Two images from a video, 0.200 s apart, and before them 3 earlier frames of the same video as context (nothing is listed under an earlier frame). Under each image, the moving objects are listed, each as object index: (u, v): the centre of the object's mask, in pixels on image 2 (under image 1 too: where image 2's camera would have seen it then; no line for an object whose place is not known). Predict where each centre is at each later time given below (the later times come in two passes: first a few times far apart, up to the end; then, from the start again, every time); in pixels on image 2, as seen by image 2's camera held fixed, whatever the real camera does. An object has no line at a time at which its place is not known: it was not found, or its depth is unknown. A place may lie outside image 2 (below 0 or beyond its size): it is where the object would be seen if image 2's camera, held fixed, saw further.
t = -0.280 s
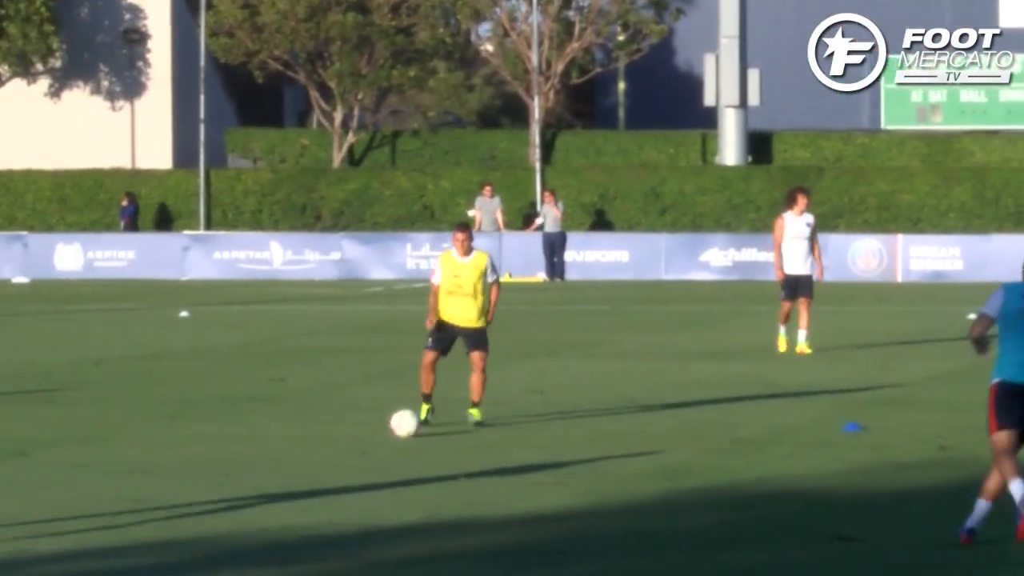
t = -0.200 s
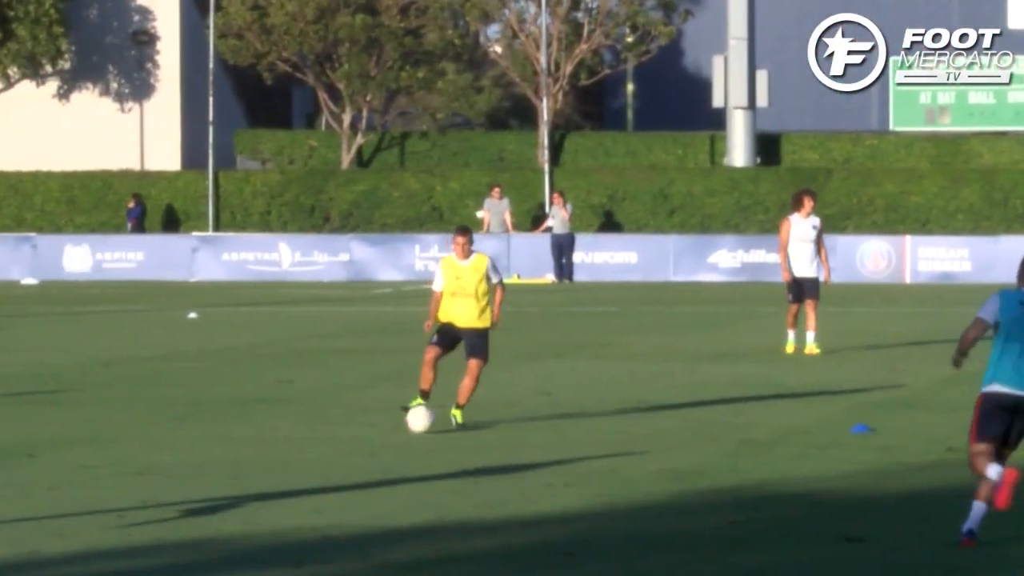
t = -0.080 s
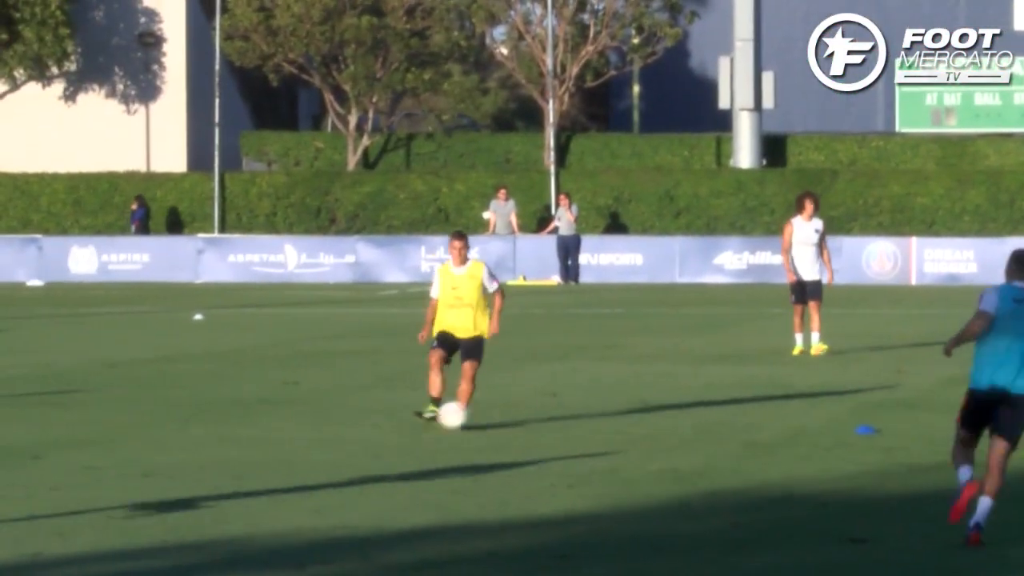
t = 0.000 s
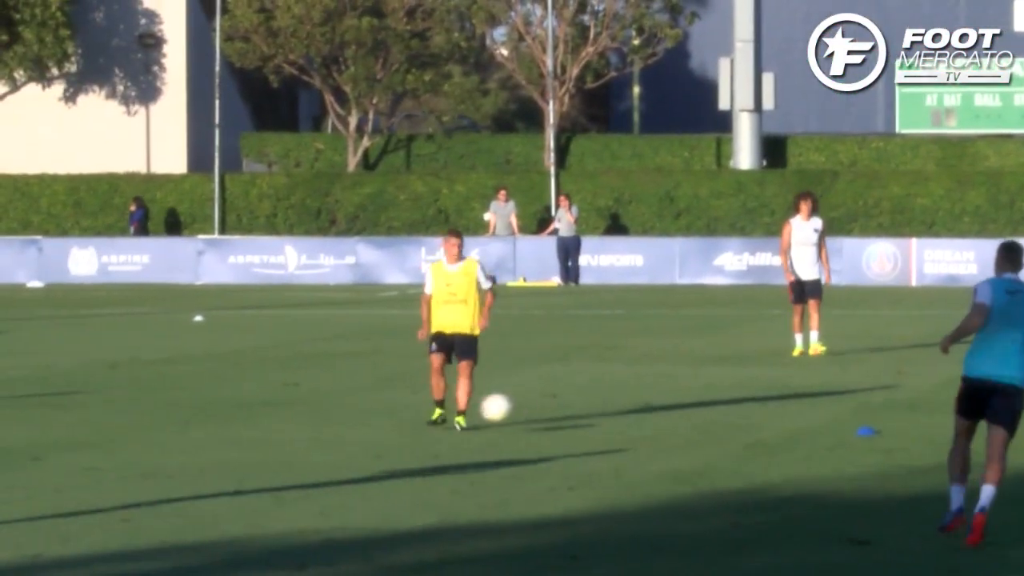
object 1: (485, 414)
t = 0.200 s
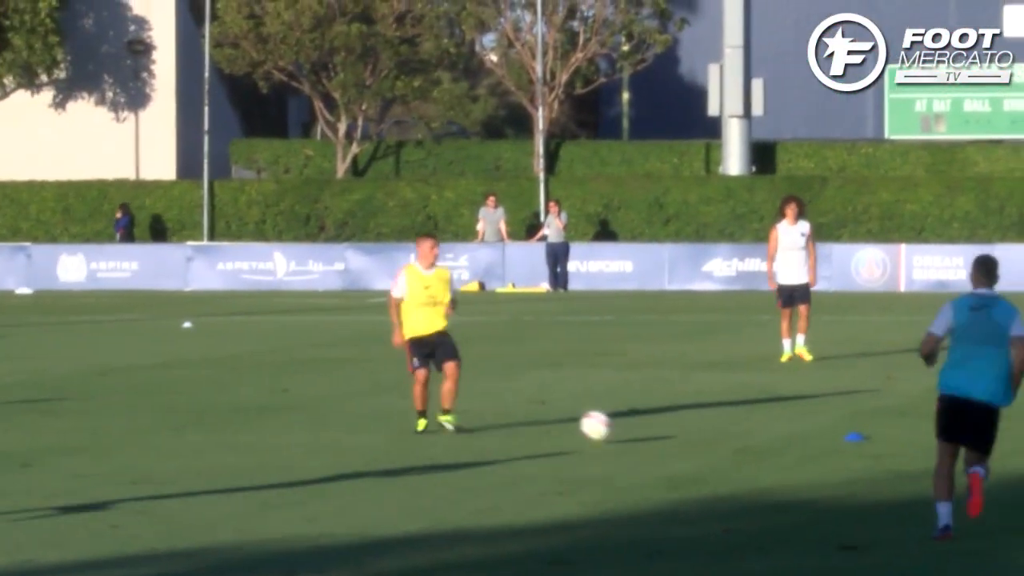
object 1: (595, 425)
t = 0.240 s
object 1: (616, 432)
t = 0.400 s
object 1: (696, 427)
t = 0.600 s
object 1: (787, 434)
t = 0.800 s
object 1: (869, 438)
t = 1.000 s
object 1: (947, 439)
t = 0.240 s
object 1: (616, 432)
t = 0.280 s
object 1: (637, 428)
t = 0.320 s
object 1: (656, 426)
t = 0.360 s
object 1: (676, 426)
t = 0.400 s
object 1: (696, 427)
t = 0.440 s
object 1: (716, 431)
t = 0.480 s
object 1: (736, 435)
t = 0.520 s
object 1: (753, 433)
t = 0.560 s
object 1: (770, 433)
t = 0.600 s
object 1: (787, 434)
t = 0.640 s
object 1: (805, 437)
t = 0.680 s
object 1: (821, 436)
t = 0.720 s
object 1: (837, 436)
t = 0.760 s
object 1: (854, 437)
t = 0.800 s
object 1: (869, 438)
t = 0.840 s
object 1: (885, 438)
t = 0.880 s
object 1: (901, 438)
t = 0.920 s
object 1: (916, 440)
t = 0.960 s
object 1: (932, 439)
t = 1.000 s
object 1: (947, 439)
